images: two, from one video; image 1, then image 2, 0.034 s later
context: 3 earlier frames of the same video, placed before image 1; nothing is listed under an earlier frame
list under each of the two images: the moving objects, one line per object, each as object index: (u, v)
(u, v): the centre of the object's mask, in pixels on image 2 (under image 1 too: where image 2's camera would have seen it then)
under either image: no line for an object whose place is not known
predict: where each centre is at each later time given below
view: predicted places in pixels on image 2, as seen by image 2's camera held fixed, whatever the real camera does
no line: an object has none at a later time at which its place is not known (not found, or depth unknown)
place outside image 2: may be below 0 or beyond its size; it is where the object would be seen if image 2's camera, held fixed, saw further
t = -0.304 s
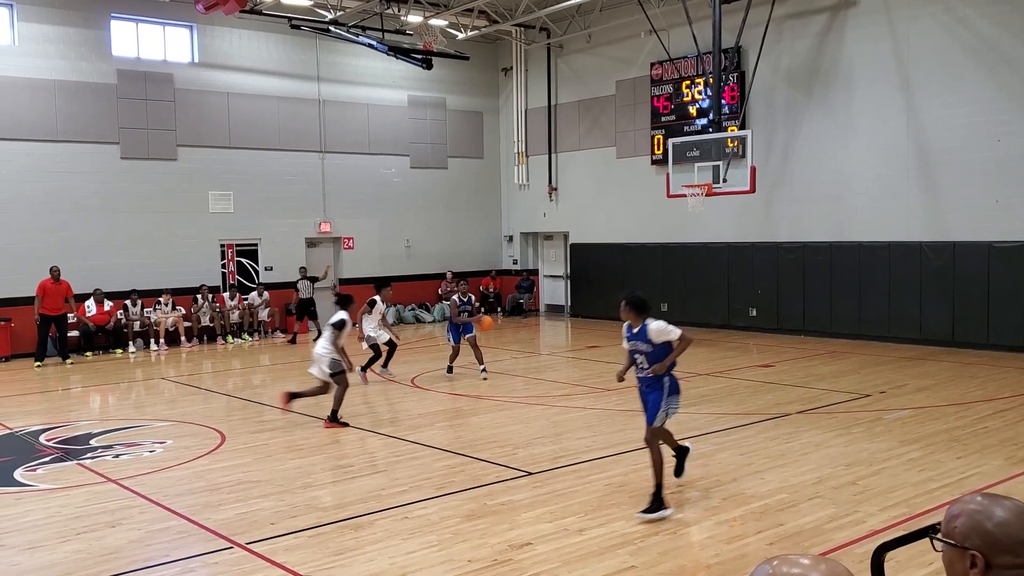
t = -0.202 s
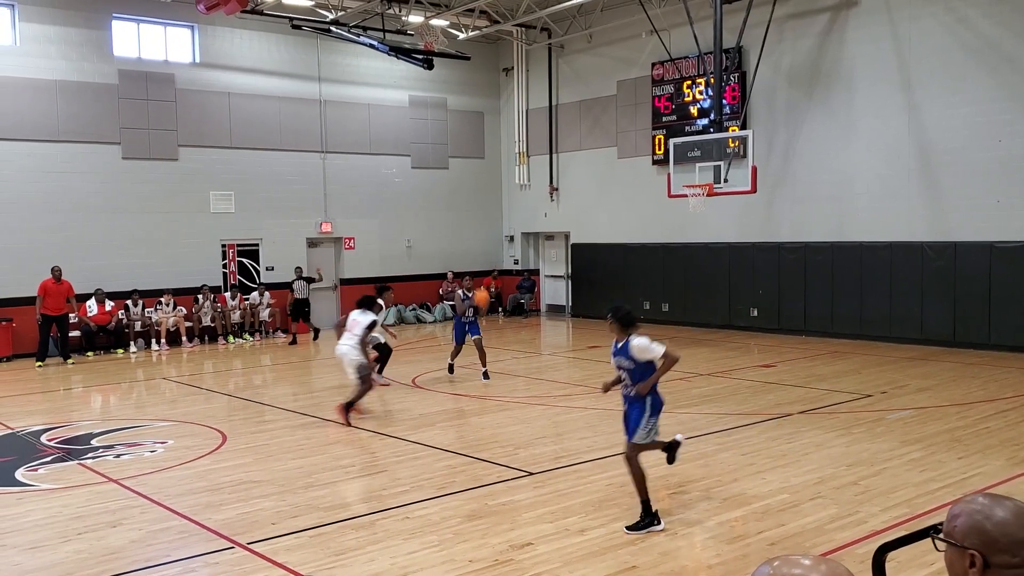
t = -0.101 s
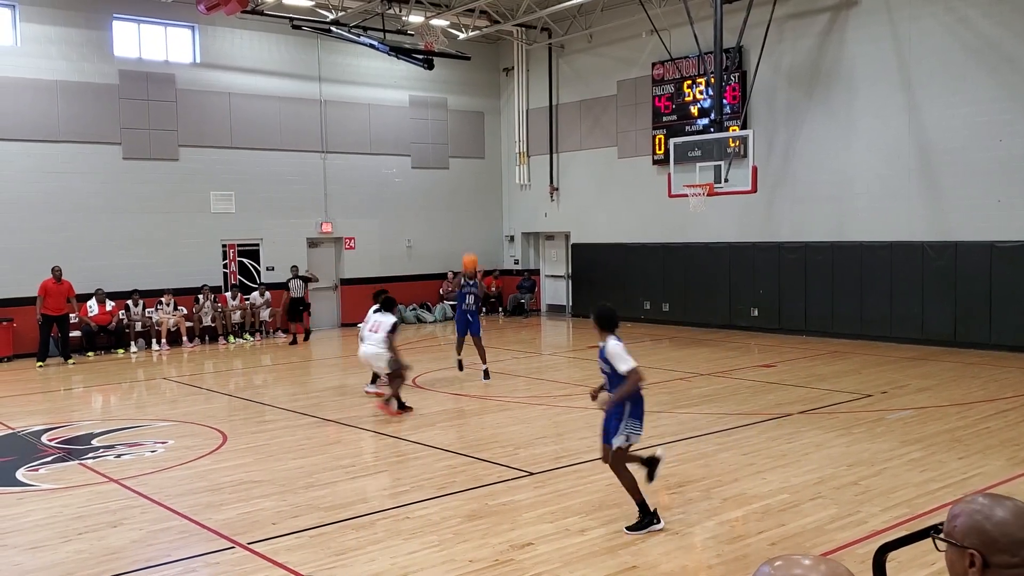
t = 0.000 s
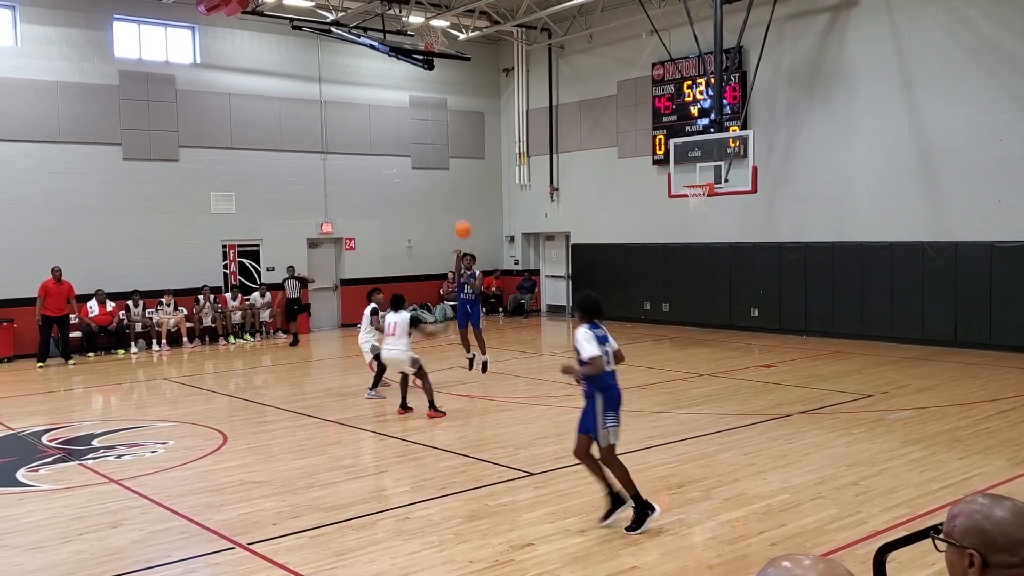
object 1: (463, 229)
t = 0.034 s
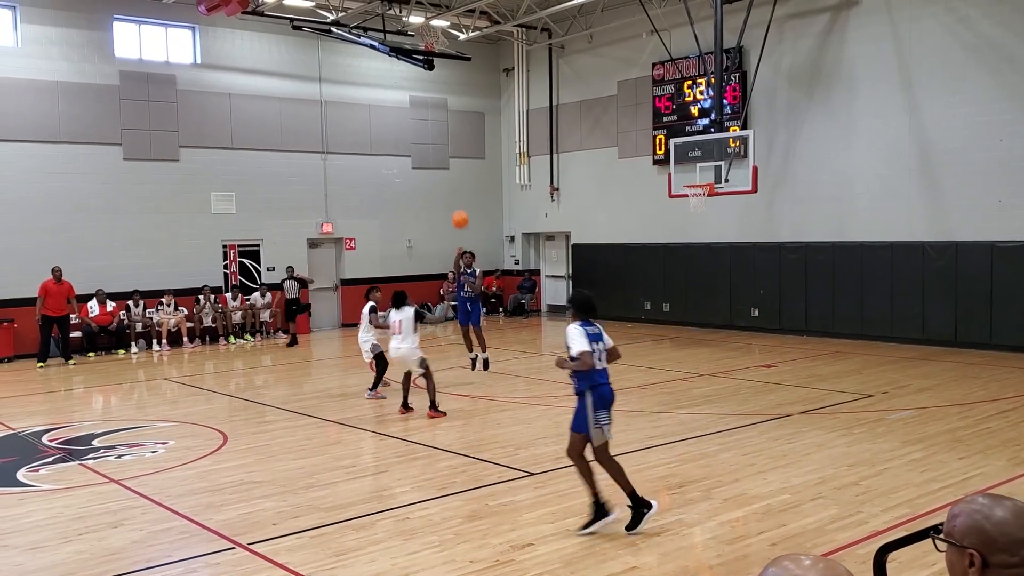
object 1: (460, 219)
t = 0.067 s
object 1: (457, 210)
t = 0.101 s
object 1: (454, 201)
